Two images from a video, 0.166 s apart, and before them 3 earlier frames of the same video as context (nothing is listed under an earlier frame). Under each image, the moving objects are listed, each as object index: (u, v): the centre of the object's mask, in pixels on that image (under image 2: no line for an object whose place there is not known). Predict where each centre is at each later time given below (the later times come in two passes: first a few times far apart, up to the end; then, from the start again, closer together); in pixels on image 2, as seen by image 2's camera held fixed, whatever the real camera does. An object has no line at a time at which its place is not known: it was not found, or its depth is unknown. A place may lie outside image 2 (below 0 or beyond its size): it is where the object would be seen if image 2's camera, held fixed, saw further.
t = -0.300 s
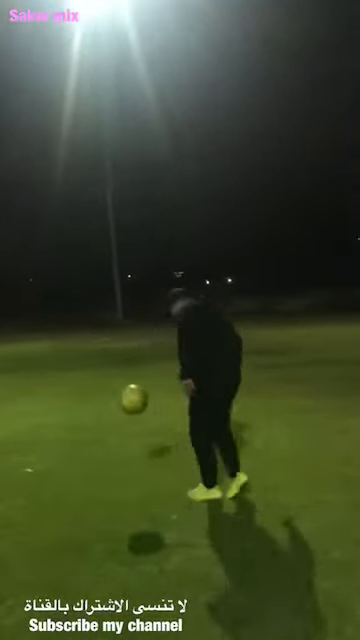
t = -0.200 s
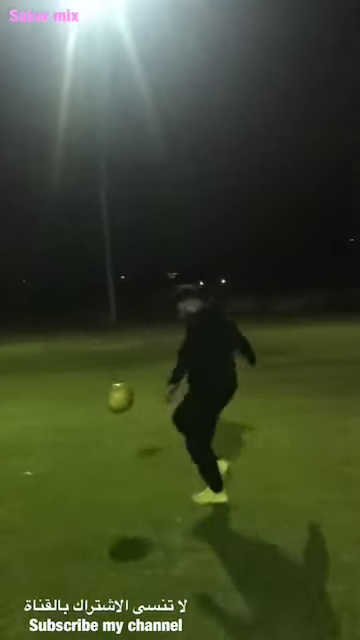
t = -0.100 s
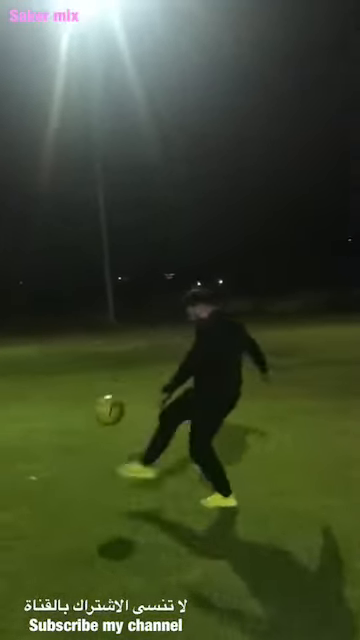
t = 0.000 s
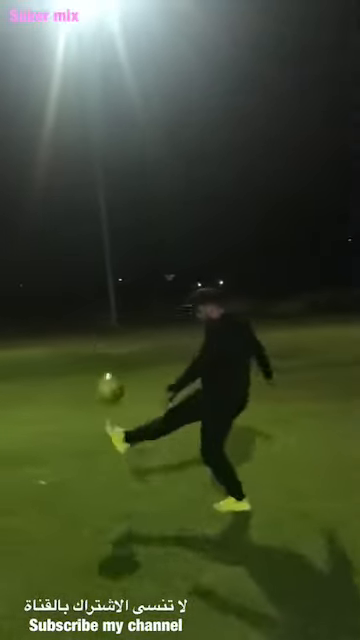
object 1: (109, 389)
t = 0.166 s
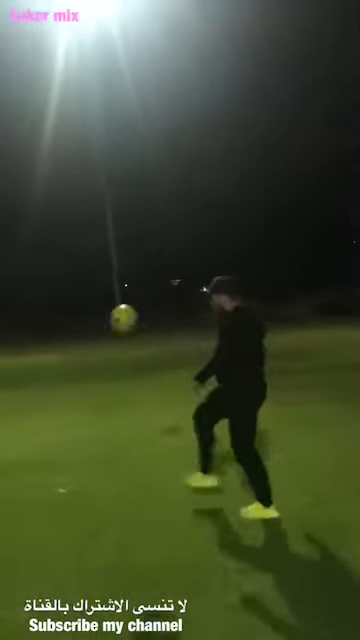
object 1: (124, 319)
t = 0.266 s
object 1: (131, 295)
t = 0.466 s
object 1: (154, 287)
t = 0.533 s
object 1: (158, 295)
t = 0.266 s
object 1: (131, 295)
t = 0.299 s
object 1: (135, 290)
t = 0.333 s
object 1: (139, 287)
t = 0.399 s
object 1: (145, 285)
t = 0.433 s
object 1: (150, 285)
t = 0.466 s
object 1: (154, 287)
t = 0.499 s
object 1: (156, 291)
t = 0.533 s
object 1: (158, 295)
